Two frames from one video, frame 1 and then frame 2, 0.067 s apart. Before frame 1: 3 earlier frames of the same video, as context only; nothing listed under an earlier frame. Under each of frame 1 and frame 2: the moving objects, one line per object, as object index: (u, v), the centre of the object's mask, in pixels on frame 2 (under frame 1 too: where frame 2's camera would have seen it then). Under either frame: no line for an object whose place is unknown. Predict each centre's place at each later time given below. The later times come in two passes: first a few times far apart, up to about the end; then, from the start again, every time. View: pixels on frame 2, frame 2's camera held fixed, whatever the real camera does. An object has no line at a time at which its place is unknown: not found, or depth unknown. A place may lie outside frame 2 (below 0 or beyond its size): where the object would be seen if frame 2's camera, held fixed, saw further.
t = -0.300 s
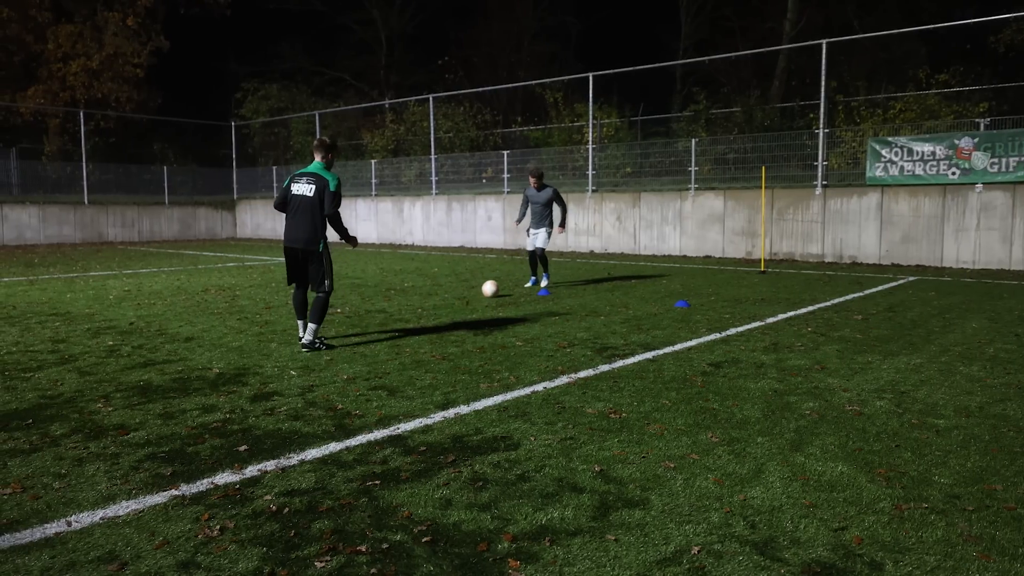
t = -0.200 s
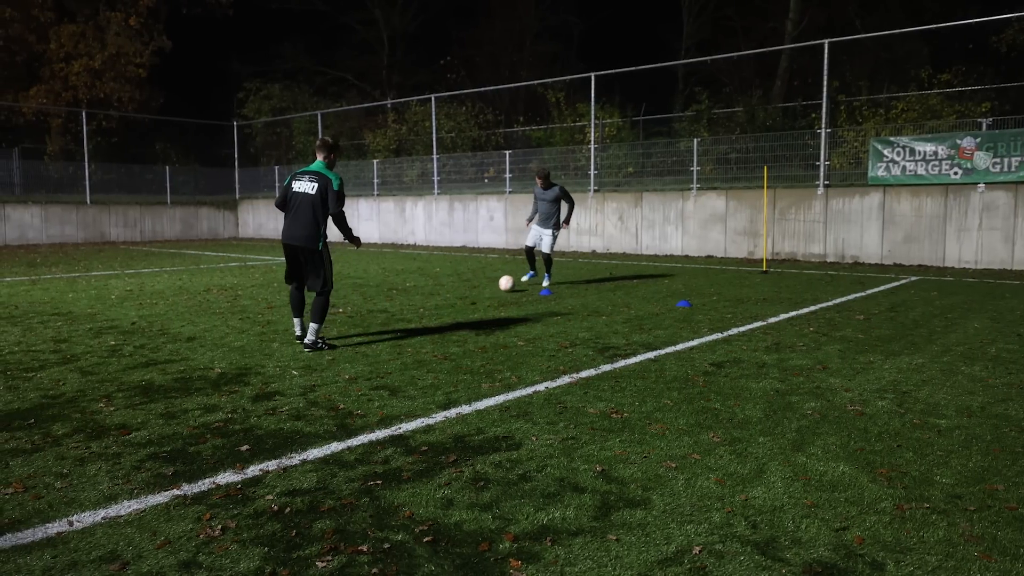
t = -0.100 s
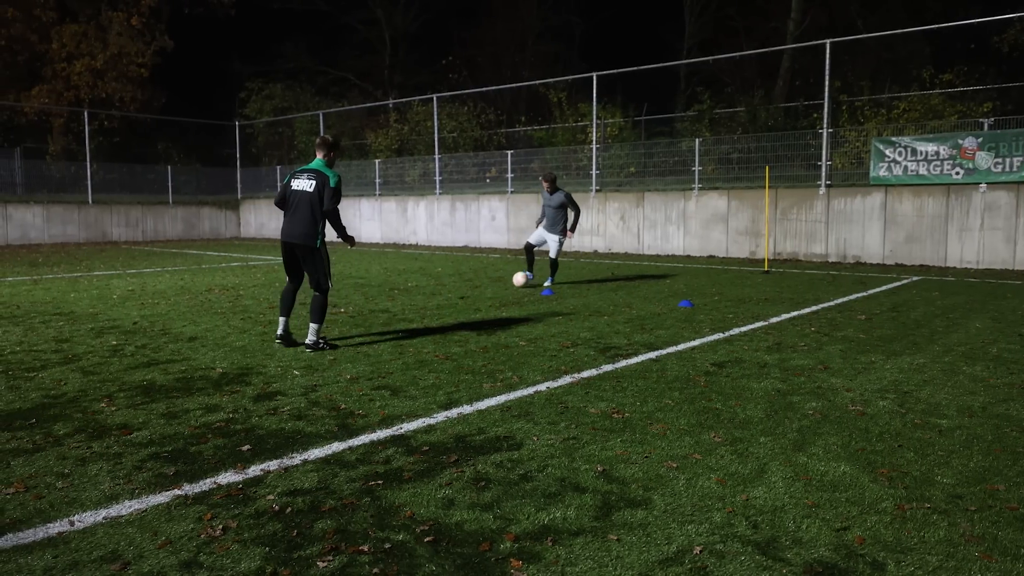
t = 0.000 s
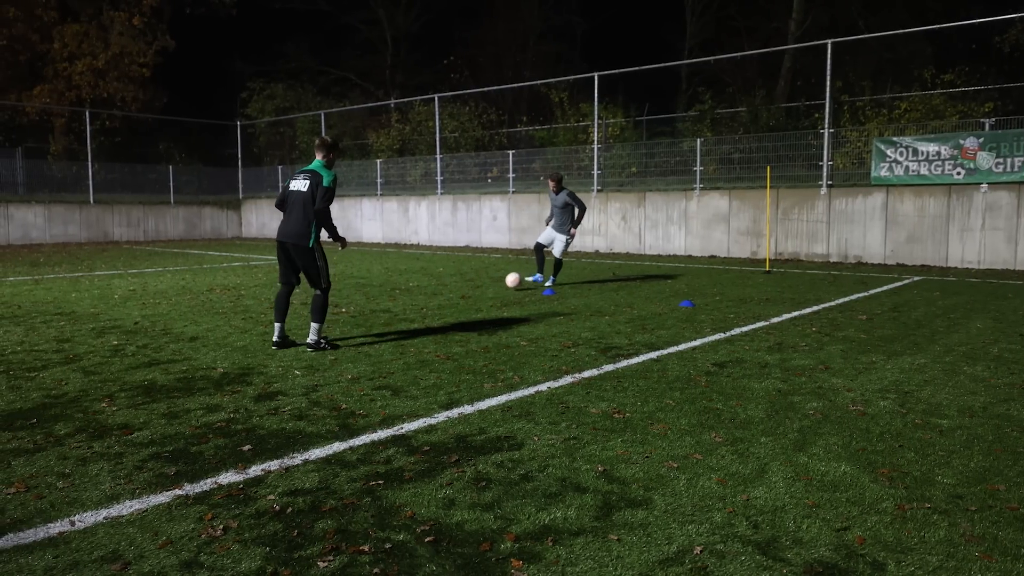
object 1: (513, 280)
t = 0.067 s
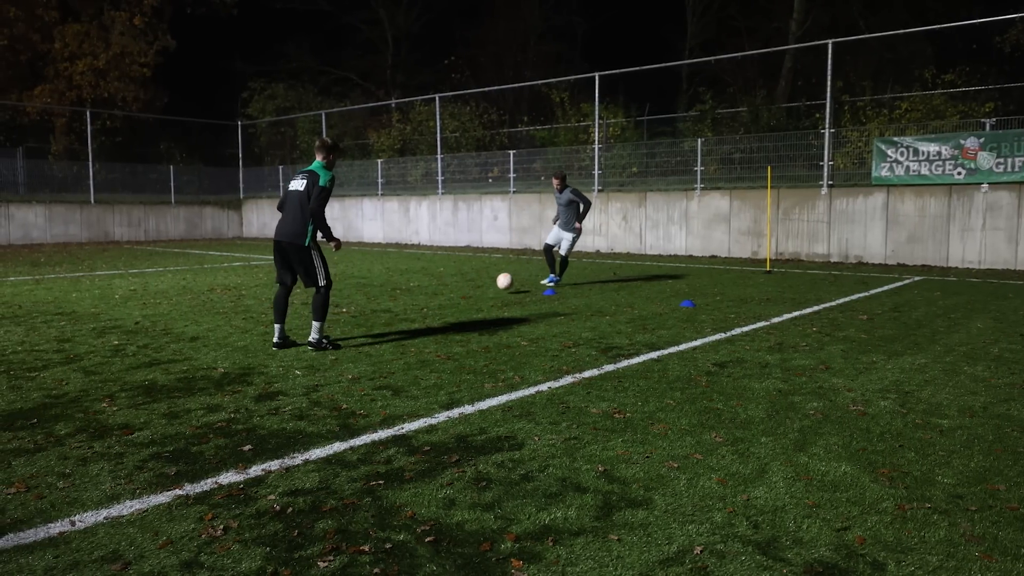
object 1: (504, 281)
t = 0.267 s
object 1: (475, 290)
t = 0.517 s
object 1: (439, 300)
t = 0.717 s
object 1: (405, 313)
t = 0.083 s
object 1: (502, 282)
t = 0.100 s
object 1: (500, 283)
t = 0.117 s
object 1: (497, 284)
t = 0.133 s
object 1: (495, 286)
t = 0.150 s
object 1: (492, 288)
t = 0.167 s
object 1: (489, 290)
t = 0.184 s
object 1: (487, 291)
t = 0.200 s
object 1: (484, 291)
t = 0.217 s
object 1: (482, 291)
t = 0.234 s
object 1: (480, 291)
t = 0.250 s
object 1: (478, 290)
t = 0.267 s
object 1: (475, 290)
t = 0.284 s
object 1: (473, 290)
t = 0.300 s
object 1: (471, 291)
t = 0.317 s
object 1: (468, 292)
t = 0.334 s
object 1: (466, 293)
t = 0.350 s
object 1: (463, 294)
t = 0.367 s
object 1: (461, 296)
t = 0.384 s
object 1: (458, 298)
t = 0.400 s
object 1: (455, 300)
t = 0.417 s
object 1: (453, 301)
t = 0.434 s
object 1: (451, 300)
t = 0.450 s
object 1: (448, 300)
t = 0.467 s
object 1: (446, 300)
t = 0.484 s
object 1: (443, 299)
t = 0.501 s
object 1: (441, 300)
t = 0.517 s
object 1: (439, 300)
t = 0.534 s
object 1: (436, 301)
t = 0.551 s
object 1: (433, 302)
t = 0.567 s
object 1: (431, 304)
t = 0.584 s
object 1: (428, 305)
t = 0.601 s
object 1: (425, 307)
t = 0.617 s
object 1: (423, 309)
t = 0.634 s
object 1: (420, 310)
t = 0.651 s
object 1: (417, 311)
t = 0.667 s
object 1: (414, 311)
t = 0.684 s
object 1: (411, 311)
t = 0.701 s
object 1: (408, 312)
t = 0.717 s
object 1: (405, 313)
